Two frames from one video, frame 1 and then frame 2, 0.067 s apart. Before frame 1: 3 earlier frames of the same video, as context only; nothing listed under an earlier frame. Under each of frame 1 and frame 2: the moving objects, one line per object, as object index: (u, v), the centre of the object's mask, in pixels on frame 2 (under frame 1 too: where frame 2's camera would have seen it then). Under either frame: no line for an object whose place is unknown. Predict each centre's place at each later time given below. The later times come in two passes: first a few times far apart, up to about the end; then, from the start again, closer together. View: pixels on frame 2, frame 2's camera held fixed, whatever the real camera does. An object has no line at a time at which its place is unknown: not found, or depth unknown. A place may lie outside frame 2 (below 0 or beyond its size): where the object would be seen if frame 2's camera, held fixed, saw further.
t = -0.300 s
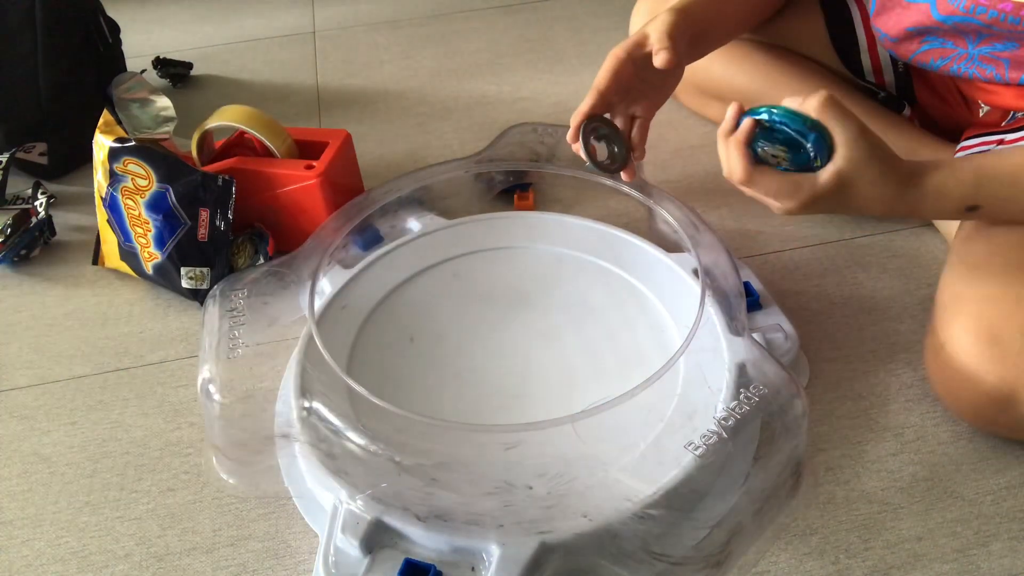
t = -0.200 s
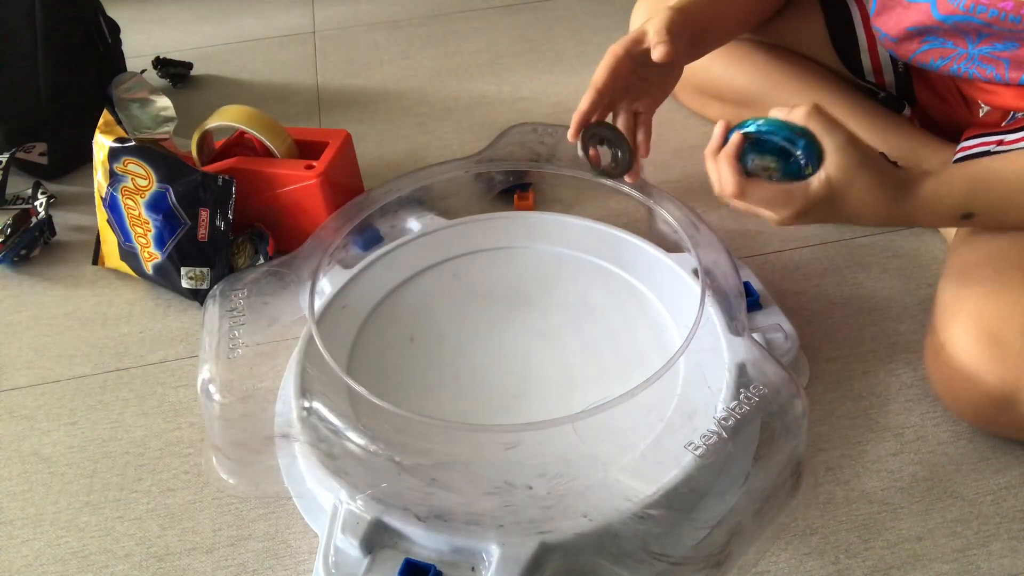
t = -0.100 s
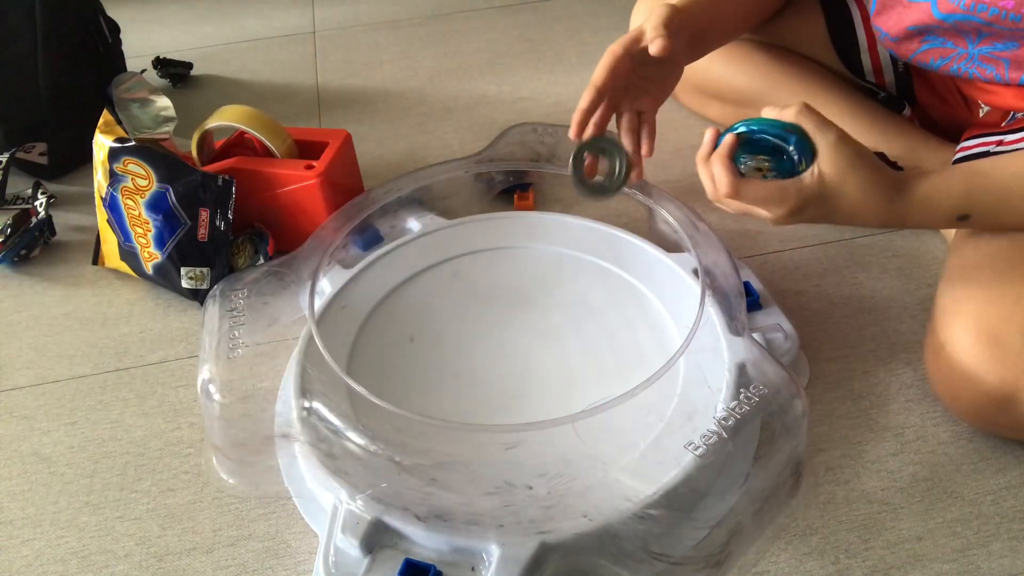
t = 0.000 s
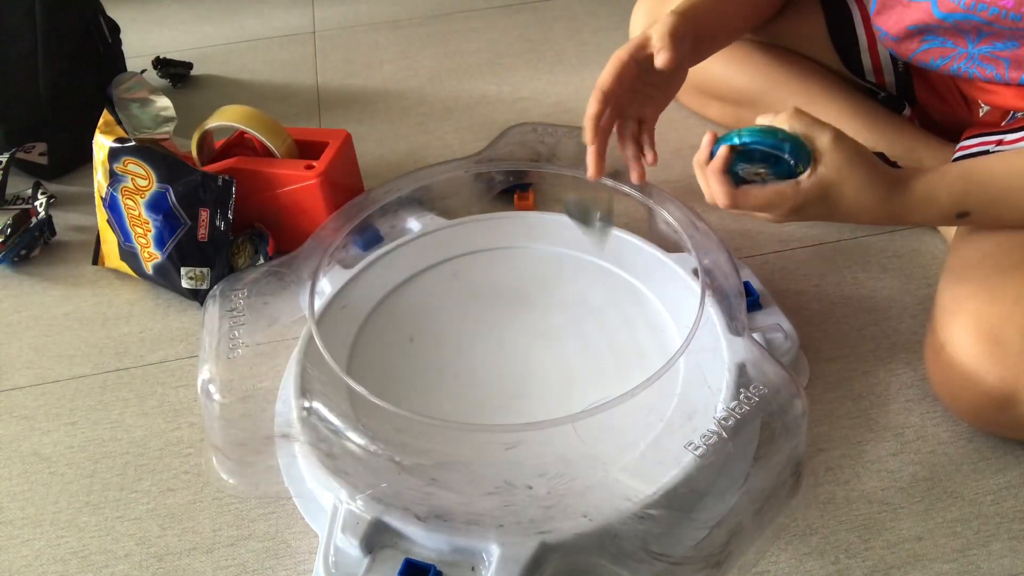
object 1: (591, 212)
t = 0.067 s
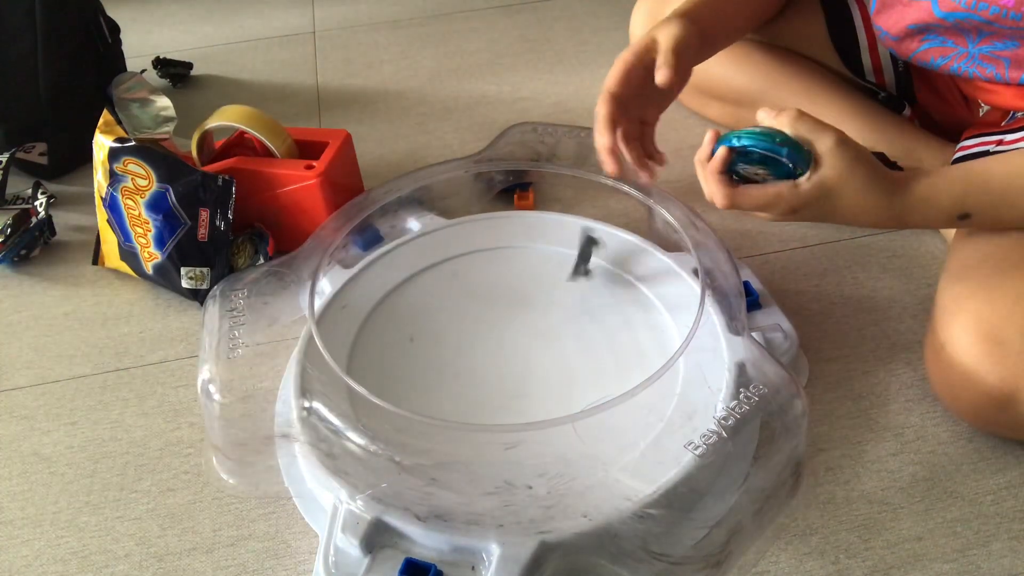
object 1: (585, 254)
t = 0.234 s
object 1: (578, 342)
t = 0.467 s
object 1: (542, 383)
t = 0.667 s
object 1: (536, 381)
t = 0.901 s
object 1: (536, 381)
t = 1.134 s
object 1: (536, 381)
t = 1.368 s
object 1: (536, 381)
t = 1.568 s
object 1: (536, 381)
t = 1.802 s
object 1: (536, 381)
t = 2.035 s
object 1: (536, 381)
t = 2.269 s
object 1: (536, 381)
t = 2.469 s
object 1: (536, 381)
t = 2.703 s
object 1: (536, 381)
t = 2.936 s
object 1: (536, 381)
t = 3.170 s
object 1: (536, 381)
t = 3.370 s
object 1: (536, 381)
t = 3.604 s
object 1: (536, 381)
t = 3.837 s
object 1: (536, 381)
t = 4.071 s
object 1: (536, 381)
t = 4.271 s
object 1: (536, 381)
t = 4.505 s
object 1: (536, 381)
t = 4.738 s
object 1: (536, 381)
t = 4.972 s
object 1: (536, 381)
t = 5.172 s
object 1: (536, 381)
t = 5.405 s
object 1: (536, 381)
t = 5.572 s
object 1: (536, 381)
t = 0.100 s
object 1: (583, 262)
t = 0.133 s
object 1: (581, 276)
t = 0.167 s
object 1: (582, 314)
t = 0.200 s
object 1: (582, 328)
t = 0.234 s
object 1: (578, 342)
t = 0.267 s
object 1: (572, 352)
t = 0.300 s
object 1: (562, 366)
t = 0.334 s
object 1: (556, 370)
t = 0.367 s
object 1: (551, 375)
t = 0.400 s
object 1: (546, 380)
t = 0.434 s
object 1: (543, 382)
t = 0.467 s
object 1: (542, 383)
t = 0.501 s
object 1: (541, 383)
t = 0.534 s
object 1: (539, 382)
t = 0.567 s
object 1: (537, 382)
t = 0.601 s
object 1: (536, 381)
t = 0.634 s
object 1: (536, 381)
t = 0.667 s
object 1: (536, 381)
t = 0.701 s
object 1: (536, 381)
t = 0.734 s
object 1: (536, 381)
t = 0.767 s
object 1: (536, 381)
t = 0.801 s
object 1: (536, 381)
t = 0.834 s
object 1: (536, 381)
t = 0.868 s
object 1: (536, 381)
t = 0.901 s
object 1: (536, 381)
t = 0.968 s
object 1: (536, 381)
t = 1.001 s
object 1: (536, 381)
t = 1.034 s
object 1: (536, 381)
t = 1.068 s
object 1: (536, 381)
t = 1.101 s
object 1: (536, 381)
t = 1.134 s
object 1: (536, 381)
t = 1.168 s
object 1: (536, 381)
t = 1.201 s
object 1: (536, 381)
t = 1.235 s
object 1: (536, 381)
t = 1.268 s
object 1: (536, 381)
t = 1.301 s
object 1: (536, 381)
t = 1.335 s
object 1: (536, 381)
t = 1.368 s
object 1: (536, 381)
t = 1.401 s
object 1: (536, 381)
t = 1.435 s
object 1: (536, 381)
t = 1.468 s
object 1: (536, 381)
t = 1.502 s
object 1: (536, 381)
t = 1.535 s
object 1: (536, 381)
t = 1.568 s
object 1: (536, 381)
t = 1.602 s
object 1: (536, 381)
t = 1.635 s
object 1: (536, 381)
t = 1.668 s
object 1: (536, 381)
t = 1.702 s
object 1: (536, 381)
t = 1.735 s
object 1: (536, 381)
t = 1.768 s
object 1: (536, 381)
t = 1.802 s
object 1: (536, 381)
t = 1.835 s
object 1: (536, 381)
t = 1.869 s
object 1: (536, 381)
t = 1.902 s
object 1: (536, 381)
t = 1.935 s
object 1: (536, 381)
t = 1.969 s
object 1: (536, 381)
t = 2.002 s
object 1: (536, 381)
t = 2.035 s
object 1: (536, 381)
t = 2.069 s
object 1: (536, 381)
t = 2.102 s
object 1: (536, 381)
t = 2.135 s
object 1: (536, 381)
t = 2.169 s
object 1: (536, 381)
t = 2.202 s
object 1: (536, 381)
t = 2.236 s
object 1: (536, 381)
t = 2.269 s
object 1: (536, 381)
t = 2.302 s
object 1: (536, 381)
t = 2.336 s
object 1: (536, 381)
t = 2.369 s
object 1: (536, 381)
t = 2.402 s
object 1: (536, 381)
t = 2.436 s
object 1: (536, 381)
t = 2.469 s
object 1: (536, 381)
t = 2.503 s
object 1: (536, 381)
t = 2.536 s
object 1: (536, 381)
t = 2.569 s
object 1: (536, 381)
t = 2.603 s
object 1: (536, 381)
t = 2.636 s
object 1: (536, 381)
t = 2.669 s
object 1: (536, 381)
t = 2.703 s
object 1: (536, 381)
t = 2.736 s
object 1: (536, 381)
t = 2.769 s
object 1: (536, 381)
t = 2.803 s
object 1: (536, 381)
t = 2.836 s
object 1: (536, 381)
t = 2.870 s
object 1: (536, 381)
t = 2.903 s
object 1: (536, 381)
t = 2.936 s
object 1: (536, 381)
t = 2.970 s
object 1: (536, 381)
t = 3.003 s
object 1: (536, 381)
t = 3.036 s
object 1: (536, 381)
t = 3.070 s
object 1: (536, 381)
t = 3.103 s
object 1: (536, 381)
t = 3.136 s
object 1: (536, 381)
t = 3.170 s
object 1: (536, 381)
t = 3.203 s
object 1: (536, 381)
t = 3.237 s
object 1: (536, 381)
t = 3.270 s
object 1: (536, 381)
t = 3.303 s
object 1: (536, 381)
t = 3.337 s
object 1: (536, 381)
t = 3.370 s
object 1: (536, 381)
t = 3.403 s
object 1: (536, 381)
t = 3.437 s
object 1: (536, 381)
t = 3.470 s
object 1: (536, 381)
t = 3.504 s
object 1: (536, 381)
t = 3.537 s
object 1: (536, 381)
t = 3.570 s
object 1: (536, 381)
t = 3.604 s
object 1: (536, 381)
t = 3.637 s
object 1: (536, 381)
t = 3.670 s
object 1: (536, 381)
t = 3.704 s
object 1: (536, 381)
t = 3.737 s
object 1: (536, 381)
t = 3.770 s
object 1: (536, 381)
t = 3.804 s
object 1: (536, 381)
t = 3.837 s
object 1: (536, 381)
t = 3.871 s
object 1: (536, 381)
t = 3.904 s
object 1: (536, 381)
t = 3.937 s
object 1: (536, 381)
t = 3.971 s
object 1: (536, 381)
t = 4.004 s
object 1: (536, 381)
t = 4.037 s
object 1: (536, 381)
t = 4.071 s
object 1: (536, 381)
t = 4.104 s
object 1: (536, 381)
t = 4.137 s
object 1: (536, 381)
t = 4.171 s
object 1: (536, 381)
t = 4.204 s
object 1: (536, 381)
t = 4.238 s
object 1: (536, 381)
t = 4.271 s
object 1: (536, 381)
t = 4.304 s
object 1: (536, 381)
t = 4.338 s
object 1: (536, 381)
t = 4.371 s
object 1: (536, 381)
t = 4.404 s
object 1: (536, 381)
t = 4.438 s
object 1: (536, 381)
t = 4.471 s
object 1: (536, 381)
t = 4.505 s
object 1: (536, 381)
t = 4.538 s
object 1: (536, 381)
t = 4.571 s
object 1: (536, 381)
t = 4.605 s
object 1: (536, 381)
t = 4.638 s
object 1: (536, 381)
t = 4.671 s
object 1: (536, 381)
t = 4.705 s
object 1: (536, 381)
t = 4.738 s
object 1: (536, 381)
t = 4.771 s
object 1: (536, 381)
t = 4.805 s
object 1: (536, 381)
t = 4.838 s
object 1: (536, 381)
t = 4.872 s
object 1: (536, 381)
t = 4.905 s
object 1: (536, 381)
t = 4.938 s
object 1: (536, 381)
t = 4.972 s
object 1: (536, 381)
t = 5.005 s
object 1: (536, 381)
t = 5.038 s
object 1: (536, 381)
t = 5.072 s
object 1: (536, 381)
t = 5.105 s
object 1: (536, 381)
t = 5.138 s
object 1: (536, 381)
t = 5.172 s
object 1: (536, 381)
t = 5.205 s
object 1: (536, 381)
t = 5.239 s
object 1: (536, 381)
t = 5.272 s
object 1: (536, 381)
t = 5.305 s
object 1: (536, 381)
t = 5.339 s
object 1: (536, 381)
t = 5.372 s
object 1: (536, 381)
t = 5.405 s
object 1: (536, 381)
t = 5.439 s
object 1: (536, 381)
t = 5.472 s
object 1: (536, 381)
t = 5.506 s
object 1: (536, 381)
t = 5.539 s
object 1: (536, 381)
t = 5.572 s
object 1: (536, 381)
